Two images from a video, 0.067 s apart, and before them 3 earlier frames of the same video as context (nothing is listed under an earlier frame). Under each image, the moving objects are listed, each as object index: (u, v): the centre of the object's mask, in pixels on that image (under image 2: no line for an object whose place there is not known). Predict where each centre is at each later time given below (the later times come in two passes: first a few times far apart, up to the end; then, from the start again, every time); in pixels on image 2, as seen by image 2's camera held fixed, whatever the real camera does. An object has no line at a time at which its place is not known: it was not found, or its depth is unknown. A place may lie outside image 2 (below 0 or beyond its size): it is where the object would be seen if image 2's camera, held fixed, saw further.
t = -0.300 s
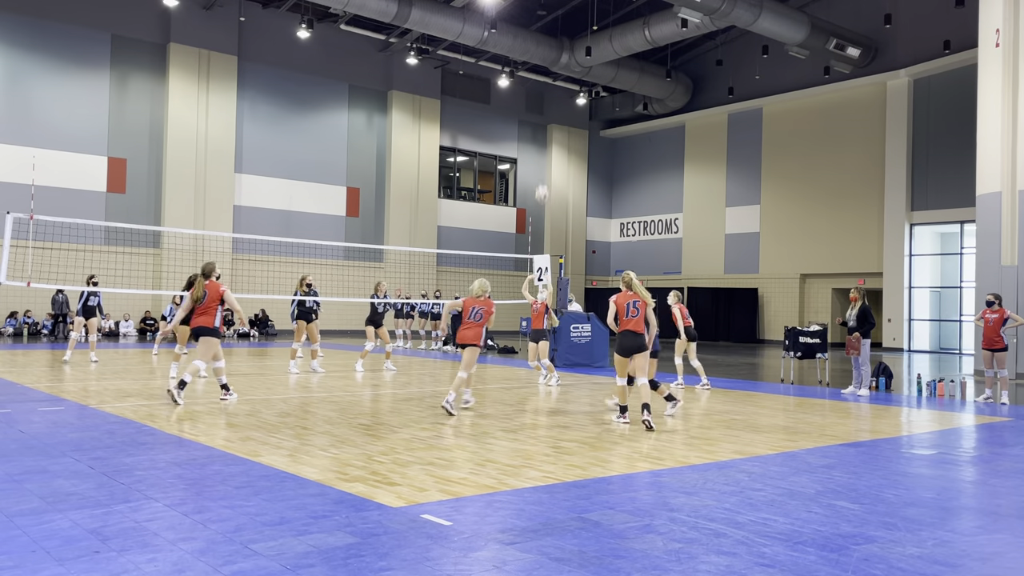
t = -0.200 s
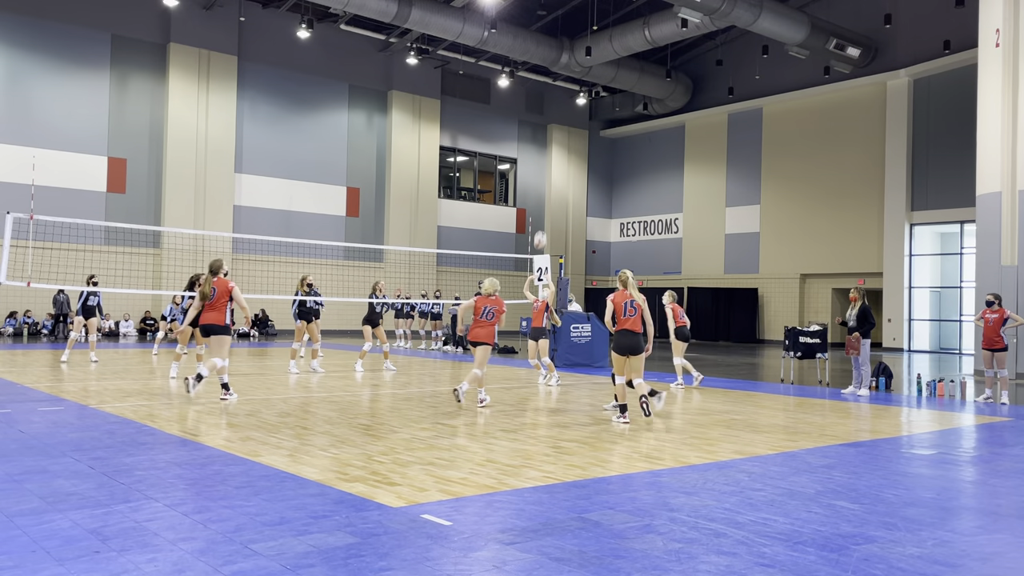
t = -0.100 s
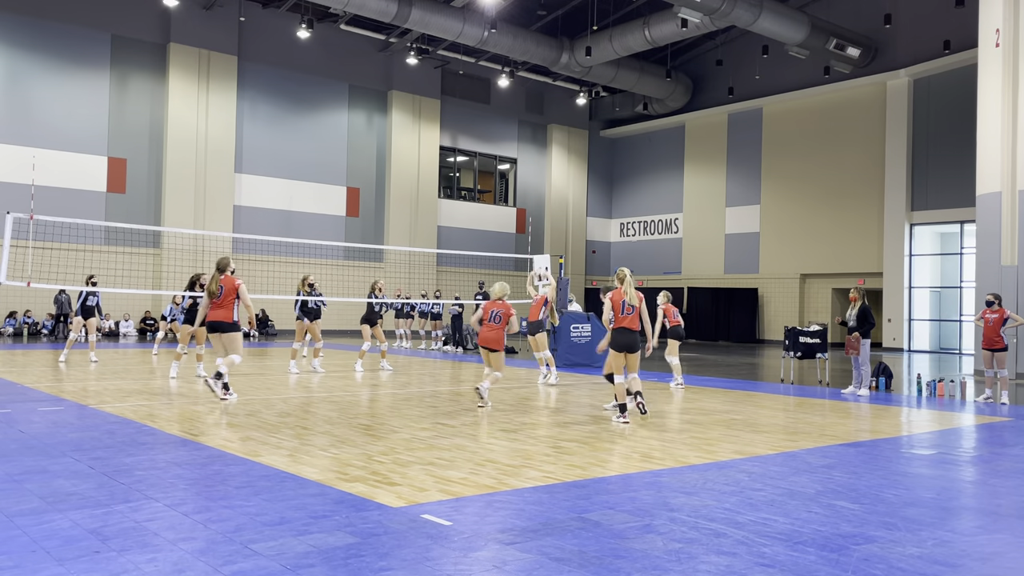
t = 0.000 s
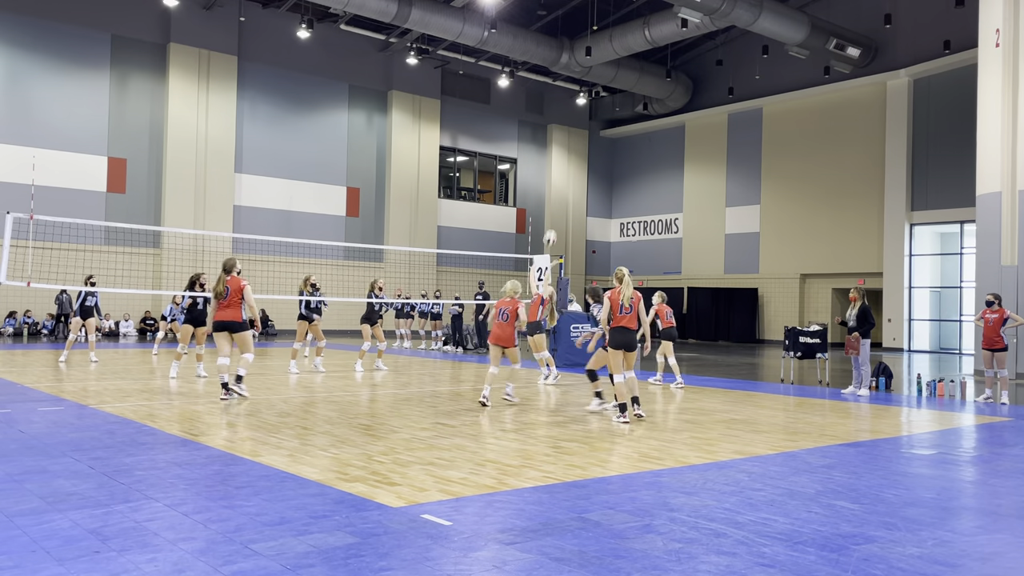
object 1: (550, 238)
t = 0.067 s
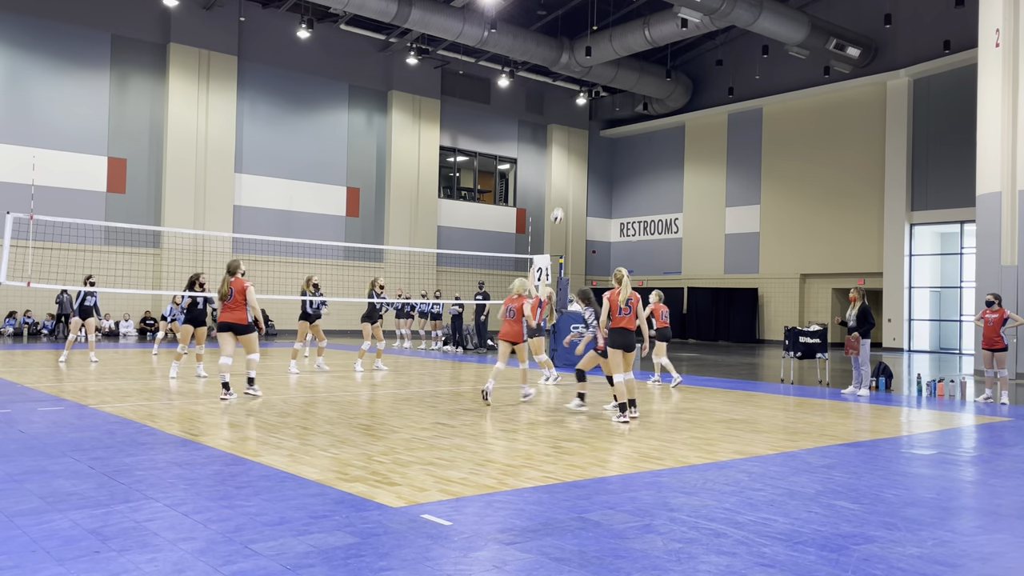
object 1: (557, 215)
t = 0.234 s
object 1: (574, 173)
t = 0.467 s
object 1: (597, 144)
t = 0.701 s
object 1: (617, 146)
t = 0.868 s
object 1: (630, 166)
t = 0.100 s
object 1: (560, 206)
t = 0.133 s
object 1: (564, 196)
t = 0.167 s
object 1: (568, 188)
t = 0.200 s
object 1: (571, 180)
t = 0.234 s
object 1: (574, 173)
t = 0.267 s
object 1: (578, 167)
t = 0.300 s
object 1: (581, 161)
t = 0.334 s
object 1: (584, 156)
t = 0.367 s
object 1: (588, 152)
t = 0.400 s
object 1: (591, 149)
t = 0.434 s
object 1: (594, 146)
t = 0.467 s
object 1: (597, 144)
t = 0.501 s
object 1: (600, 142)
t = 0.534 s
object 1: (603, 141)
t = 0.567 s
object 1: (606, 141)
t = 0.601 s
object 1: (609, 141)
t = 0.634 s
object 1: (611, 142)
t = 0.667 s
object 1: (614, 144)
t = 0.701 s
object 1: (617, 146)
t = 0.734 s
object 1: (620, 149)
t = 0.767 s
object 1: (623, 152)
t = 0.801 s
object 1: (625, 156)
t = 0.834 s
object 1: (628, 161)
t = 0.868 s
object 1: (630, 166)
